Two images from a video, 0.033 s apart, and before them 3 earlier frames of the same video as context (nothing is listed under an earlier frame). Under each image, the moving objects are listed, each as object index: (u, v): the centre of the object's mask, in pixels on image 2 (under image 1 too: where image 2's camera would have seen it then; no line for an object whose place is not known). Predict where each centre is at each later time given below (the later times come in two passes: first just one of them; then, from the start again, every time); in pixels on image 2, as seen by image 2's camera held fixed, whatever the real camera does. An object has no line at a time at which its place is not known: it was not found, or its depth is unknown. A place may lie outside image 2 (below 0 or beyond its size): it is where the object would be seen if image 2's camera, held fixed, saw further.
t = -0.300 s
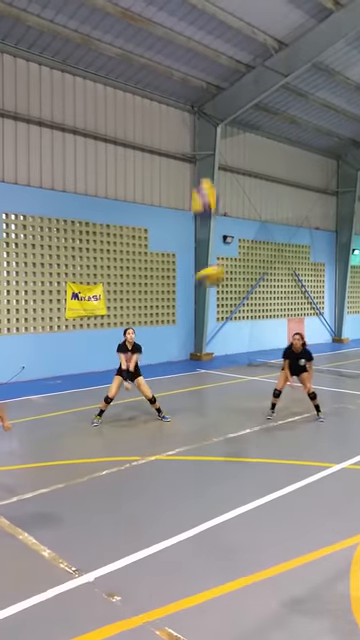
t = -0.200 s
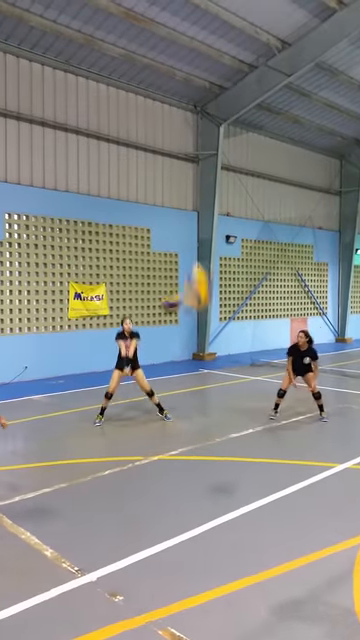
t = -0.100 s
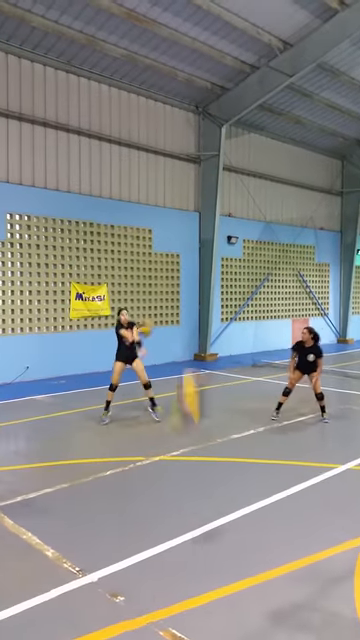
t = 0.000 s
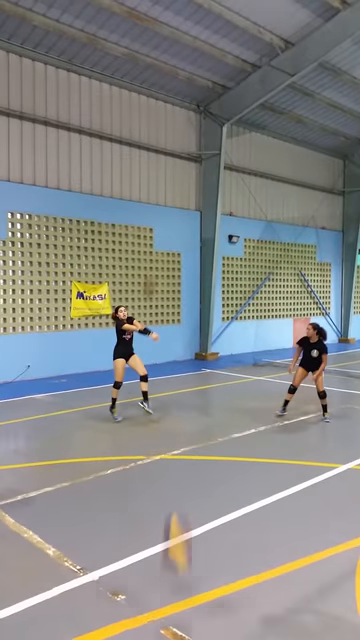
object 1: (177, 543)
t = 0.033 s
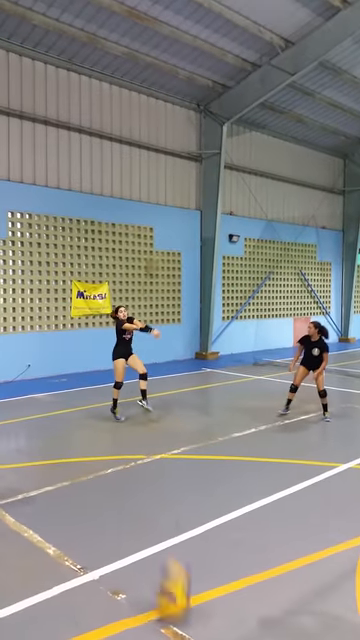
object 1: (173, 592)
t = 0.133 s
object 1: (163, 506)
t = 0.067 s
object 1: (169, 578)
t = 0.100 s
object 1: (165, 543)
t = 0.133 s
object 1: (163, 506)
